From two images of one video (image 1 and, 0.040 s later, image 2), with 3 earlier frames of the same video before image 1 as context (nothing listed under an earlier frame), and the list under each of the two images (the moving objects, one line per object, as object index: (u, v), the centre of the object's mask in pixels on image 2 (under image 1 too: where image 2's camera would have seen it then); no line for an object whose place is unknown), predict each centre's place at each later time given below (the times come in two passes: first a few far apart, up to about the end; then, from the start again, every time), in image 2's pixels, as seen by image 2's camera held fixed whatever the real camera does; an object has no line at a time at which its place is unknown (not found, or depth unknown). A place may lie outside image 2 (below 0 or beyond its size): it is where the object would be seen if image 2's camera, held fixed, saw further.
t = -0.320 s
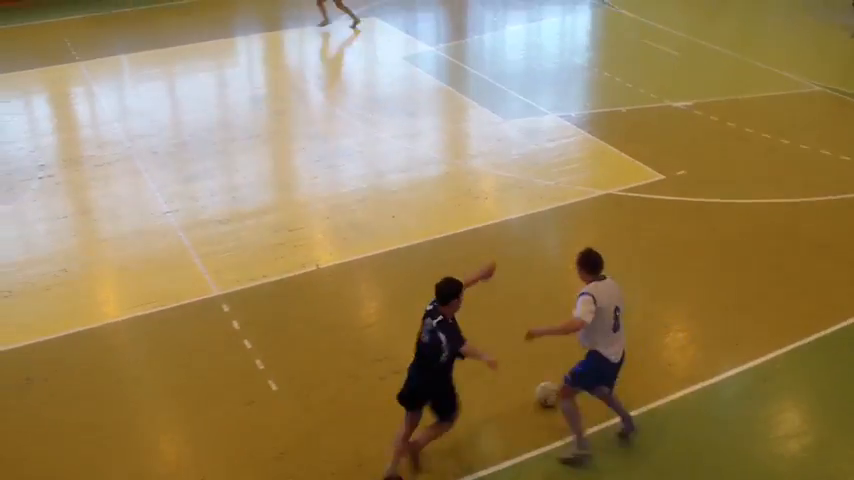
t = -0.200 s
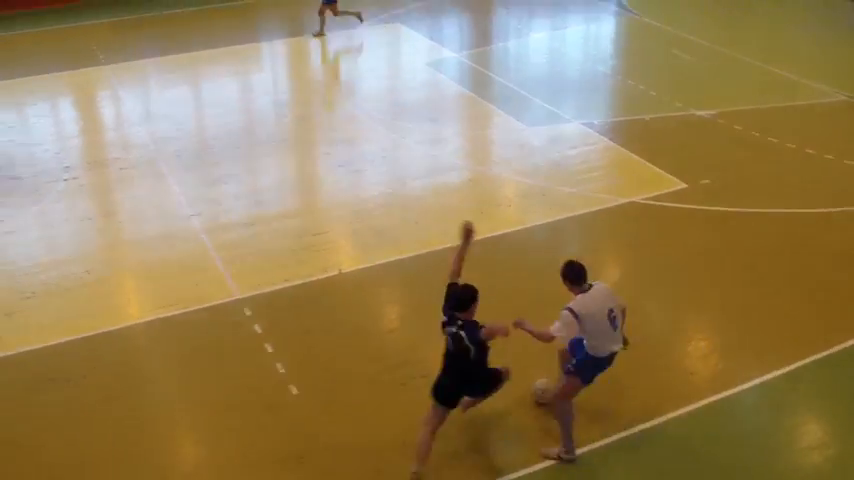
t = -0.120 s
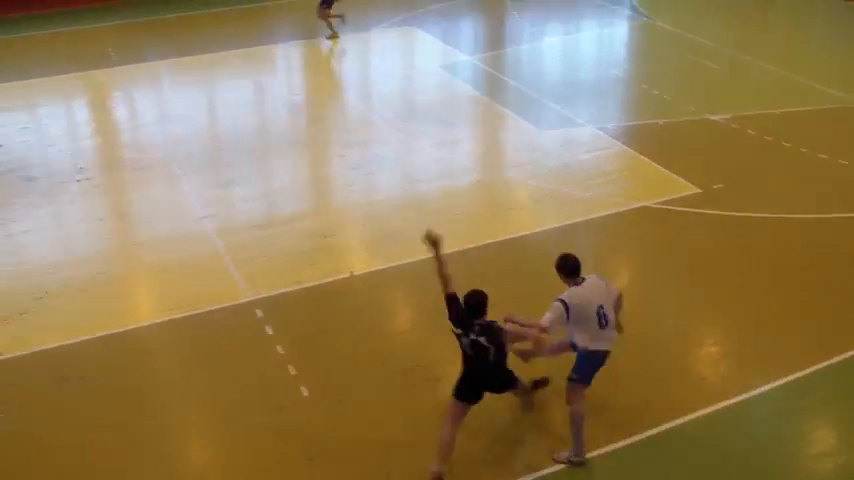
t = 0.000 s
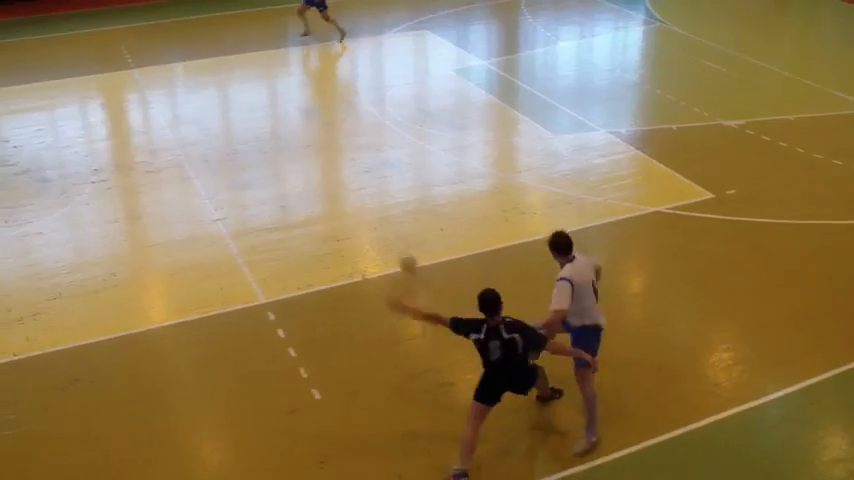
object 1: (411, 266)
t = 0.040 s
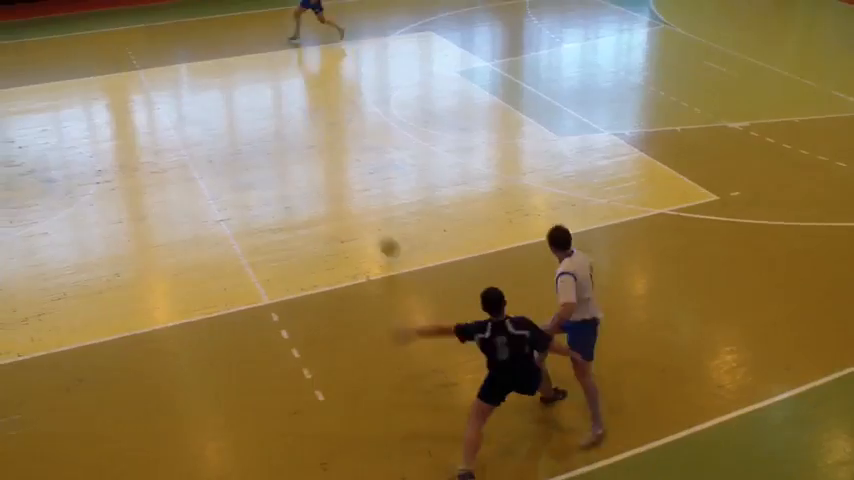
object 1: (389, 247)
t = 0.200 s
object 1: (317, 188)
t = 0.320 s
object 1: (282, 157)
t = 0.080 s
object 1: (367, 231)
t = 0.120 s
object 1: (349, 219)
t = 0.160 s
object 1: (333, 203)
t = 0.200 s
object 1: (317, 188)
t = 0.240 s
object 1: (305, 176)
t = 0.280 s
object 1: (293, 167)
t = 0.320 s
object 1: (282, 157)
